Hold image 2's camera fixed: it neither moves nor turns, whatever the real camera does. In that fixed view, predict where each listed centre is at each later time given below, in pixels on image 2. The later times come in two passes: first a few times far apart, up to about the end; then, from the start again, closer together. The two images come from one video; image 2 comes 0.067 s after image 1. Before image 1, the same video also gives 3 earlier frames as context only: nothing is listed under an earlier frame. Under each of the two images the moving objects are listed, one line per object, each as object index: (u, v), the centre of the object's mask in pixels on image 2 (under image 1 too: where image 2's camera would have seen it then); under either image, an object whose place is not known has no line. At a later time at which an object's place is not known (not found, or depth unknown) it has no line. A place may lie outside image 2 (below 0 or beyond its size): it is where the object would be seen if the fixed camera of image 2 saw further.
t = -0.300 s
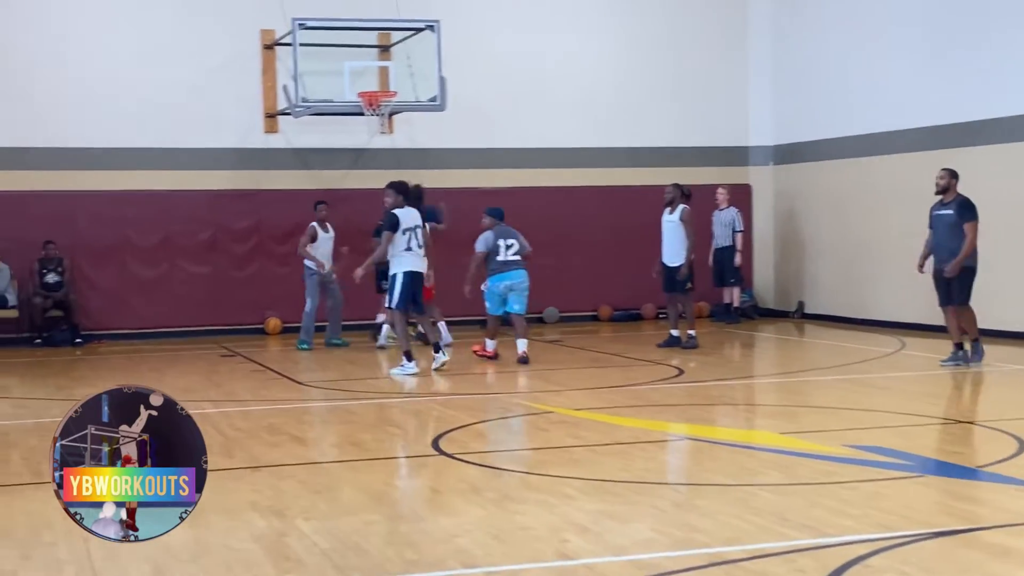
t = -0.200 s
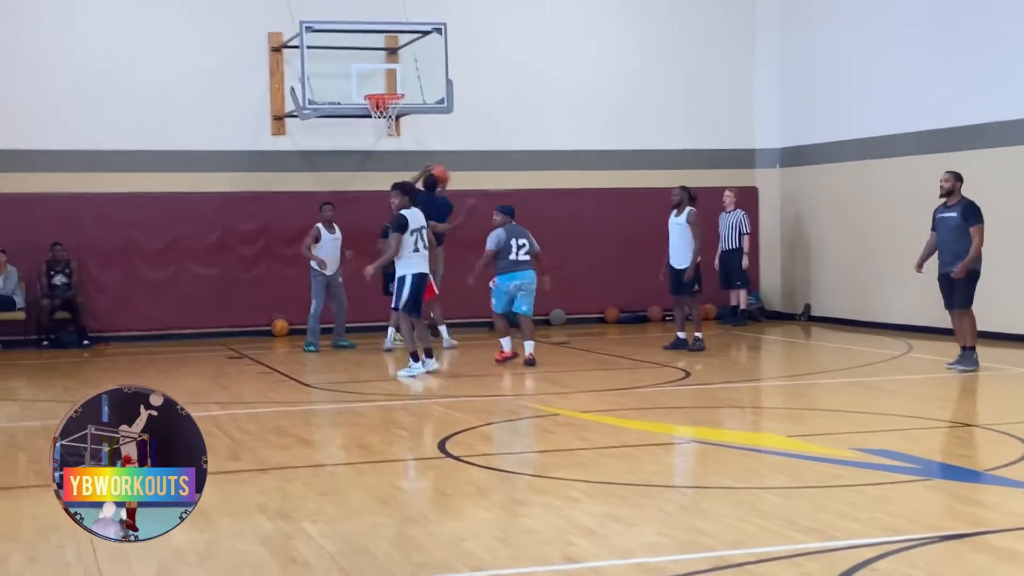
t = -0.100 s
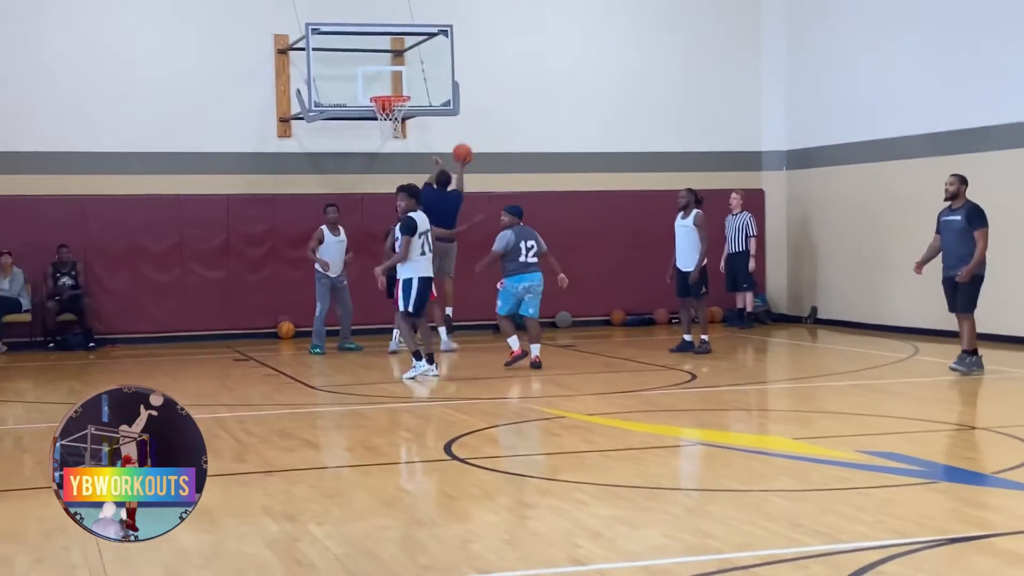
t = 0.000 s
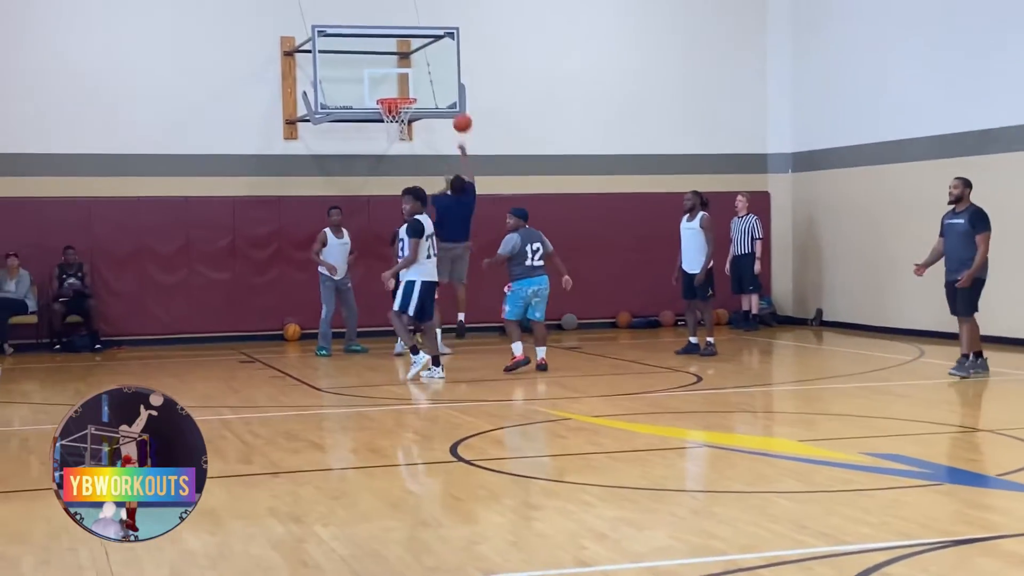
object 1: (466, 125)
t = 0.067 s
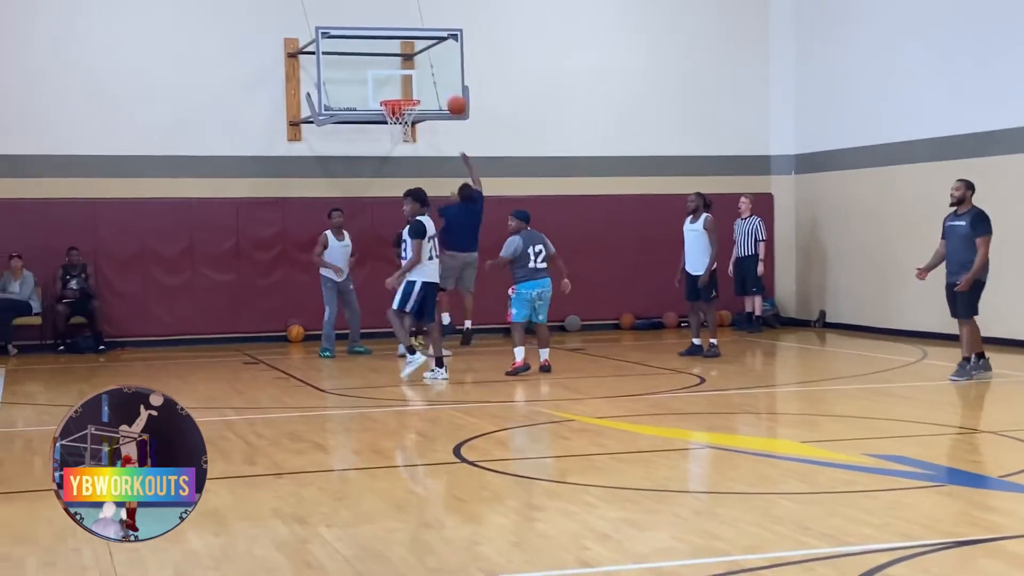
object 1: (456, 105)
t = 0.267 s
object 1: (430, 69)
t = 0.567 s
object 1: (410, 73)
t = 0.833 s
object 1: (400, 138)
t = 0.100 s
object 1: (452, 97)
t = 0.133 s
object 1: (448, 89)
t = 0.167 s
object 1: (443, 83)
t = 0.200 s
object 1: (438, 77)
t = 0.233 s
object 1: (434, 73)
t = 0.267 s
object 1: (430, 69)
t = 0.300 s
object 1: (425, 66)
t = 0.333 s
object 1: (421, 63)
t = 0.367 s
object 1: (419, 63)
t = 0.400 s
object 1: (418, 62)
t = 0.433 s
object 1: (416, 63)
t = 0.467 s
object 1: (415, 64)
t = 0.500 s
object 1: (413, 67)
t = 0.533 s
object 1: (411, 70)
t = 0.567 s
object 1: (410, 73)
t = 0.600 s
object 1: (409, 80)
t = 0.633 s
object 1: (408, 85)
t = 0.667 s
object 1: (407, 93)
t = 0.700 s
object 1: (406, 96)
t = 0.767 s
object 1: (406, 121)
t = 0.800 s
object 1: (401, 127)
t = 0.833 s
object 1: (400, 138)
